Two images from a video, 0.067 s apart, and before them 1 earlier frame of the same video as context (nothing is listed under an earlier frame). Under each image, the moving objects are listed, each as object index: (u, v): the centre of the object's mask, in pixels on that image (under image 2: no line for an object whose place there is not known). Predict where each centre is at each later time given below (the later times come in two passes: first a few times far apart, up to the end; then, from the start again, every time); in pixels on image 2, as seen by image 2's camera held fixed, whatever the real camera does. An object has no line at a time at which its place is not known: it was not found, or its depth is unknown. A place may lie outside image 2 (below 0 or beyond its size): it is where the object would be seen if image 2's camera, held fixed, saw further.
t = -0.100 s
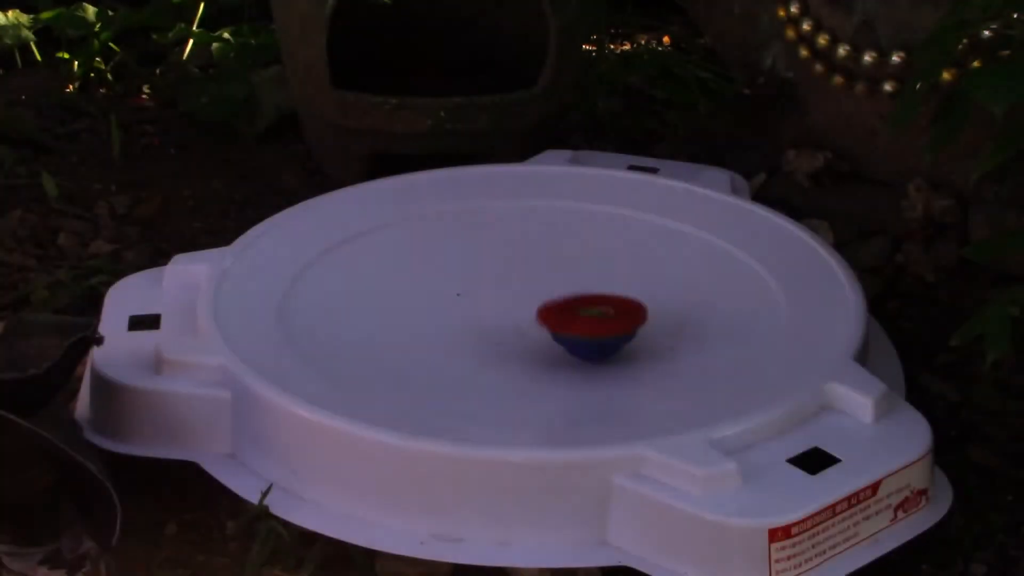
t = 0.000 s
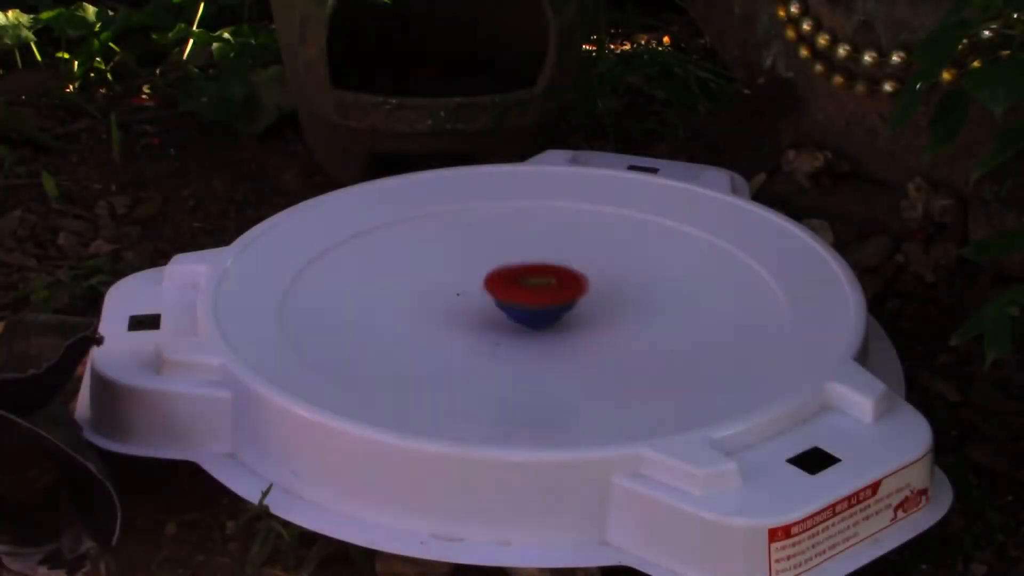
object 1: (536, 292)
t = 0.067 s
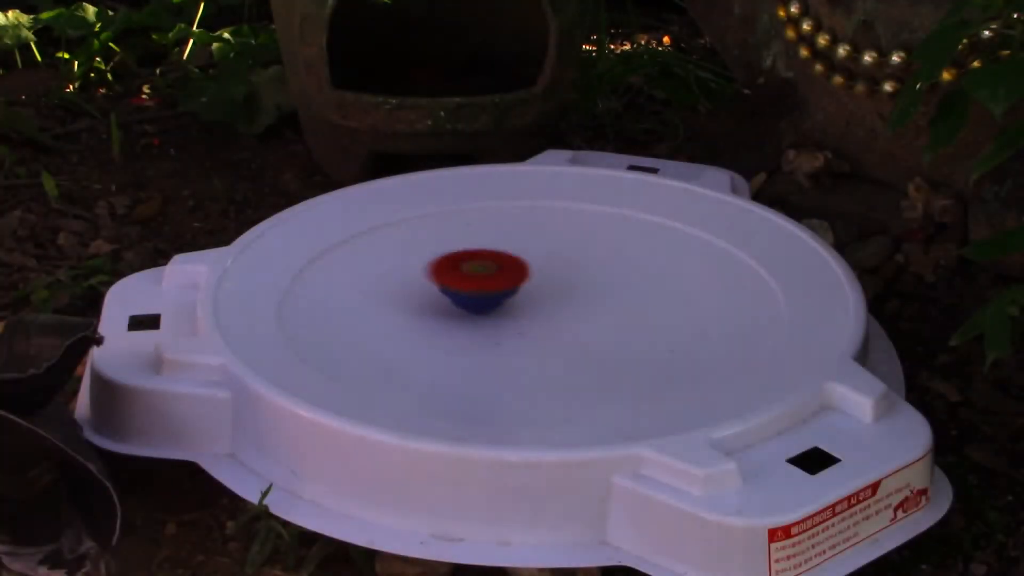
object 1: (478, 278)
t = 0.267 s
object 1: (377, 270)
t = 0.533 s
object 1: (441, 328)
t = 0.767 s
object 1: (497, 302)
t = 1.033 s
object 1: (358, 266)
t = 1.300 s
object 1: (486, 324)
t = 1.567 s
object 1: (544, 239)
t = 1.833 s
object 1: (374, 229)
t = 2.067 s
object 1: (476, 329)
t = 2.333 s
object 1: (656, 280)
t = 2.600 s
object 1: (500, 223)
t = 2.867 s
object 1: (432, 326)
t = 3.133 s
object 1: (594, 347)
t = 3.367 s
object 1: (615, 300)
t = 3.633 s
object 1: (540, 321)
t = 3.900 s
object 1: (543, 325)
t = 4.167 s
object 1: (514, 327)
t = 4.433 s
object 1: (496, 325)
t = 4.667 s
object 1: (488, 322)
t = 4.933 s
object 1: (487, 314)
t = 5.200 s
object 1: (485, 309)
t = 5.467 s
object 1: (480, 306)
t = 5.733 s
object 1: (478, 301)
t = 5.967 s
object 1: (483, 297)
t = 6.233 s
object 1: (492, 296)
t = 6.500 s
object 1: (501, 296)
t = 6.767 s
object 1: (510, 299)
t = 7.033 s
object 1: (516, 304)
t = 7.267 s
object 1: (516, 309)
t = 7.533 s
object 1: (510, 314)
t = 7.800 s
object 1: (503, 316)
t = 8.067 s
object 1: (495, 314)
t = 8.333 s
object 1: (488, 311)
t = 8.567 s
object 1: (485, 307)
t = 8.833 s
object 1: (482, 300)
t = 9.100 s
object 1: (481, 291)
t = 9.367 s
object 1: (491, 288)
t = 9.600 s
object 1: (499, 290)
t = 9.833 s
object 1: (511, 294)
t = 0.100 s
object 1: (451, 272)
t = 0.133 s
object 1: (429, 268)
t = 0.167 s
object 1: (410, 265)
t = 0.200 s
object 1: (397, 264)
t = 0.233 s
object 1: (386, 266)
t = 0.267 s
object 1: (377, 270)
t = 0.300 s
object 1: (374, 275)
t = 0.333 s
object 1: (373, 283)
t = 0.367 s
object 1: (375, 292)
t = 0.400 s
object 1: (384, 300)
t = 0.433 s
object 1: (395, 307)
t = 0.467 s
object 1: (409, 315)
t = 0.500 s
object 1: (425, 323)
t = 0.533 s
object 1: (441, 328)
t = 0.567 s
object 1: (456, 333)
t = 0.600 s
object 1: (469, 335)
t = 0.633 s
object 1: (481, 334)
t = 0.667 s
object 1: (491, 330)
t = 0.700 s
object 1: (500, 323)
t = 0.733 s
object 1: (502, 313)
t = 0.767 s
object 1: (497, 302)
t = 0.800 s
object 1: (486, 290)
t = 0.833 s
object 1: (472, 279)
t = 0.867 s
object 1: (453, 270)
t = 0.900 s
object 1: (433, 264)
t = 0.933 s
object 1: (413, 260)
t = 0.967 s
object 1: (393, 259)
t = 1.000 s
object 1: (374, 261)
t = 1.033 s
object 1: (358, 266)
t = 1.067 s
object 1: (352, 276)
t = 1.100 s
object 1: (353, 287)
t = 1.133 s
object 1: (363, 299)
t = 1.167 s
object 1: (381, 310)
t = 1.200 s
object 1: (406, 319)
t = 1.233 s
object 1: (433, 324)
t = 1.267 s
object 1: (460, 326)
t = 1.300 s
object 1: (486, 324)
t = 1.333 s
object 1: (511, 318)
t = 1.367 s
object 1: (531, 309)
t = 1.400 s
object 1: (546, 299)
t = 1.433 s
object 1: (556, 289)
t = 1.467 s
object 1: (560, 276)
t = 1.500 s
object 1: (559, 263)
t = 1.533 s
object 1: (555, 250)
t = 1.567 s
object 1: (544, 239)
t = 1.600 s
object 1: (529, 229)
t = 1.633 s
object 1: (510, 220)
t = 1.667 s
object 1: (487, 212)
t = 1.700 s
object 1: (464, 208)
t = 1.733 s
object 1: (438, 208)
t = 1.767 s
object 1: (412, 210)
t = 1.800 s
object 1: (390, 218)
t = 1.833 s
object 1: (374, 229)
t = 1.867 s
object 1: (366, 243)
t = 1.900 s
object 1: (366, 261)
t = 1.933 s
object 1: (376, 278)
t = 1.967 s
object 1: (393, 295)
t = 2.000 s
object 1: (416, 309)
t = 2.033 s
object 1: (444, 321)
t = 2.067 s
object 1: (476, 329)
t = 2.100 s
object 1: (509, 332)
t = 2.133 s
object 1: (542, 333)
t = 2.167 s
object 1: (570, 330)
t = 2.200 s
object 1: (596, 324)
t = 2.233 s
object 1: (618, 316)
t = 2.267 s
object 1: (637, 306)
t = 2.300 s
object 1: (650, 293)
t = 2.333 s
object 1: (656, 280)
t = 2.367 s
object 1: (656, 265)
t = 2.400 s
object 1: (650, 251)
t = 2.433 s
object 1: (636, 239)
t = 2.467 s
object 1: (616, 228)
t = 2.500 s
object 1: (590, 221)
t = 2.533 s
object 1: (561, 218)
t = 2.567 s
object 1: (531, 219)
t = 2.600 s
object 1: (500, 223)
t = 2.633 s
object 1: (471, 230)
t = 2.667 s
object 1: (446, 241)
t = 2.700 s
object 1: (426, 255)
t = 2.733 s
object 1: (414, 270)
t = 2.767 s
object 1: (407, 286)
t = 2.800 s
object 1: (409, 300)
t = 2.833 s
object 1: (418, 314)
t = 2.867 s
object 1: (432, 326)
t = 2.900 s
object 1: (449, 337)
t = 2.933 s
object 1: (469, 345)
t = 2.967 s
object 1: (491, 351)
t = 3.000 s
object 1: (512, 354)
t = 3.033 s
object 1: (536, 356)
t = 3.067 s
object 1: (557, 353)
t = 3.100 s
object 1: (577, 352)
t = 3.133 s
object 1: (594, 347)
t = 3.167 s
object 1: (606, 340)
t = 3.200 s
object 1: (613, 336)
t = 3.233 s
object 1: (615, 329)
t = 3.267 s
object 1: (618, 321)
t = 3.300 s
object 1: (623, 314)
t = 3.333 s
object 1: (623, 306)
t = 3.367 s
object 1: (615, 300)
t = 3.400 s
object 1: (602, 298)
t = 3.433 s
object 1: (587, 298)
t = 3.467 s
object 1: (573, 301)
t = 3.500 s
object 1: (560, 306)
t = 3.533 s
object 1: (551, 311)
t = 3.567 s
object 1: (547, 316)
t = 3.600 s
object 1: (544, 318)
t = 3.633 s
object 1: (540, 321)
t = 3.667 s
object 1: (539, 324)
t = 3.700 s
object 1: (542, 327)
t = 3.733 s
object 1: (548, 329)
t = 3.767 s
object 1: (549, 327)
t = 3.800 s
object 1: (547, 327)
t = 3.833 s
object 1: (547, 327)
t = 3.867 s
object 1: (547, 326)
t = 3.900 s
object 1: (543, 325)
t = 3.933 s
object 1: (537, 326)
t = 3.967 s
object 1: (534, 328)
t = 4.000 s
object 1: (531, 328)
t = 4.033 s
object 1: (527, 329)
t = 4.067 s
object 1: (526, 328)
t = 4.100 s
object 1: (520, 328)
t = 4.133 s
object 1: (518, 328)
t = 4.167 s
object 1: (514, 327)
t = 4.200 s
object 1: (510, 327)
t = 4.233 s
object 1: (508, 327)
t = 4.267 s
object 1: (504, 327)
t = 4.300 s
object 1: (503, 327)
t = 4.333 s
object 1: (499, 326)
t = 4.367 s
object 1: (499, 326)
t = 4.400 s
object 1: (496, 325)
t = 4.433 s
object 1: (496, 325)
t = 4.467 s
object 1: (496, 325)
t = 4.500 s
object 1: (497, 325)
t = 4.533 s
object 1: (495, 324)
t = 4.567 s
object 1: (493, 324)
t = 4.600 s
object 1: (491, 323)
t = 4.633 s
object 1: (489, 322)
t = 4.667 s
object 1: (488, 322)
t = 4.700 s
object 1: (486, 321)
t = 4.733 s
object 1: (486, 320)
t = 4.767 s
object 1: (486, 319)
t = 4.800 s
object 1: (488, 318)
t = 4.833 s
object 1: (488, 317)
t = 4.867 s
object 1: (488, 316)
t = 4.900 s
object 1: (488, 315)
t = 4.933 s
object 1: (487, 314)
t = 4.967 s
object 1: (486, 314)
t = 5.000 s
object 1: (487, 313)
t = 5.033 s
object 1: (487, 312)
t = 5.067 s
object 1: (487, 311)
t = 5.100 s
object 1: (486, 311)
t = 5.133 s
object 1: (486, 310)
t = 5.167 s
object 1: (485, 310)
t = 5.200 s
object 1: (485, 309)
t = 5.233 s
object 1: (485, 309)
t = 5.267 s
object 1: (485, 309)
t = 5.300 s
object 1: (484, 308)
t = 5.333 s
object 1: (483, 308)
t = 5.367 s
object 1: (481, 308)
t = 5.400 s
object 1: (480, 307)
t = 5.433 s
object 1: (480, 307)
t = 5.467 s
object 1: (480, 306)
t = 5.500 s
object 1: (478, 306)
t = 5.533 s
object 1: (477, 305)
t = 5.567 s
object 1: (477, 304)
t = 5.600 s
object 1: (477, 304)
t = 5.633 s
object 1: (478, 303)
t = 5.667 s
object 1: (478, 302)
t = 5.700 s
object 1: (478, 301)
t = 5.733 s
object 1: (478, 301)
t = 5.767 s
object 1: (479, 300)
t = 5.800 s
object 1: (480, 300)
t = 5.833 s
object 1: (479, 299)
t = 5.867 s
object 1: (479, 299)
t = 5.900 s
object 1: (480, 298)
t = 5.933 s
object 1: (481, 298)
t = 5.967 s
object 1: (483, 297)
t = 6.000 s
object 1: (483, 297)
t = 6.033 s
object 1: (484, 297)
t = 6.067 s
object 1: (486, 297)
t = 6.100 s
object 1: (487, 297)
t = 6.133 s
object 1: (488, 296)
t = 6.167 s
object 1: (488, 297)
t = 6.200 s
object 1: (490, 296)
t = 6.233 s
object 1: (492, 296)
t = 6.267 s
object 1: (492, 296)
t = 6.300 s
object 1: (493, 296)
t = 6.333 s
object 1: (495, 296)
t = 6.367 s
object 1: (496, 296)
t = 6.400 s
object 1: (497, 296)
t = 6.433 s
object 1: (498, 296)
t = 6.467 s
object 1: (500, 296)
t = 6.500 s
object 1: (501, 296)
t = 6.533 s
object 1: (501, 296)
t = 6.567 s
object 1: (502, 297)
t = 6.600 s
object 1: (505, 296)
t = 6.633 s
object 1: (505, 297)
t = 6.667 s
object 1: (506, 297)
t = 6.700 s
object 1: (508, 297)
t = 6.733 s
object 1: (509, 298)
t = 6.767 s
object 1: (510, 299)
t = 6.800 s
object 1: (511, 299)
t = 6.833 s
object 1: (513, 300)
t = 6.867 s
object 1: (513, 300)
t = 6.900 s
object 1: (513, 301)
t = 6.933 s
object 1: (515, 302)
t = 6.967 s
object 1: (515, 302)
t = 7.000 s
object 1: (515, 303)
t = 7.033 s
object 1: (516, 304)
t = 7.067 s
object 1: (516, 304)
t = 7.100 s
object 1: (516, 306)
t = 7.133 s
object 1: (516, 306)
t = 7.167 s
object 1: (517, 307)
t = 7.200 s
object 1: (516, 308)
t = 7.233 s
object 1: (516, 309)
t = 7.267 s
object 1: (516, 309)
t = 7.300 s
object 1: (515, 310)
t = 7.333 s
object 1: (515, 311)
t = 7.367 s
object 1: (515, 311)
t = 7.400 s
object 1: (513, 312)
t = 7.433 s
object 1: (512, 313)
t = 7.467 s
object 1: (512, 313)
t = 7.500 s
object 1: (511, 314)
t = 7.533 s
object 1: (510, 314)
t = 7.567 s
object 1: (509, 314)
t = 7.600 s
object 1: (508, 315)
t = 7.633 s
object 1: (507, 315)
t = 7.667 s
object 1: (506, 315)
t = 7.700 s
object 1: (505, 316)
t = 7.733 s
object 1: (505, 316)
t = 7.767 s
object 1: (504, 316)
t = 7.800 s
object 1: (503, 316)
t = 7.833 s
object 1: (502, 316)
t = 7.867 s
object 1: (501, 316)
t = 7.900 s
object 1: (500, 316)
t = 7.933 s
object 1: (499, 316)
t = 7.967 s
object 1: (497, 316)
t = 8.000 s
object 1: (497, 315)
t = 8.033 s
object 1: (495, 315)
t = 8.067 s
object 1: (495, 314)
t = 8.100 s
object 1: (494, 314)
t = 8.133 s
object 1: (492, 314)
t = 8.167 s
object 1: (492, 313)
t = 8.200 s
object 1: (490, 313)
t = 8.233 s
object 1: (489, 312)
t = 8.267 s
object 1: (488, 312)
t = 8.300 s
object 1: (487, 311)
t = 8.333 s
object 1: (488, 311)
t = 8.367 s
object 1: (486, 310)
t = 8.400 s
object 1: (486, 310)
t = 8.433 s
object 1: (485, 309)
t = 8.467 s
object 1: (485, 309)
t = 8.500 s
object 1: (485, 308)
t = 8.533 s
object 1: (484, 307)
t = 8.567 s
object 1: (485, 307)
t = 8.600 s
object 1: (483, 306)
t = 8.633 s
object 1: (484, 305)
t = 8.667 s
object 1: (482, 304)
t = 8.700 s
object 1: (482, 304)
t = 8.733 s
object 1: (482, 303)
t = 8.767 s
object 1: (483, 302)
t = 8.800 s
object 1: (483, 301)
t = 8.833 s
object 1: (482, 300)
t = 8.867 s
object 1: (483, 299)
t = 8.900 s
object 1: (481, 298)
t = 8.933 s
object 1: (482, 296)
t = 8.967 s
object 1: (480, 295)
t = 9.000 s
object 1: (482, 294)
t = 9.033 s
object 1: (481, 293)
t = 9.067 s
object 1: (482, 292)
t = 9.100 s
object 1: (481, 291)
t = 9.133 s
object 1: (482, 290)
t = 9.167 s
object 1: (483, 289)
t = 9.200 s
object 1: (484, 289)
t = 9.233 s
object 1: (485, 289)
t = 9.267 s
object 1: (486, 289)
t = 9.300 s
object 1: (488, 288)
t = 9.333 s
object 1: (489, 288)
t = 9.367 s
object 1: (491, 288)
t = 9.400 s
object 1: (492, 288)
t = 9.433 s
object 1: (493, 288)
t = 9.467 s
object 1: (494, 289)
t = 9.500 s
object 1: (495, 289)
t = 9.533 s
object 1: (496, 289)
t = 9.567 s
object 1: (497, 289)
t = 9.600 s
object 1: (499, 290)
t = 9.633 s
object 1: (500, 290)
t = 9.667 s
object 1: (501, 291)
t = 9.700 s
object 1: (504, 291)
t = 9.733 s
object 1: (507, 292)
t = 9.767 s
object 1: (508, 293)
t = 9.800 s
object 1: (511, 293)
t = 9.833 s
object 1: (511, 294)
